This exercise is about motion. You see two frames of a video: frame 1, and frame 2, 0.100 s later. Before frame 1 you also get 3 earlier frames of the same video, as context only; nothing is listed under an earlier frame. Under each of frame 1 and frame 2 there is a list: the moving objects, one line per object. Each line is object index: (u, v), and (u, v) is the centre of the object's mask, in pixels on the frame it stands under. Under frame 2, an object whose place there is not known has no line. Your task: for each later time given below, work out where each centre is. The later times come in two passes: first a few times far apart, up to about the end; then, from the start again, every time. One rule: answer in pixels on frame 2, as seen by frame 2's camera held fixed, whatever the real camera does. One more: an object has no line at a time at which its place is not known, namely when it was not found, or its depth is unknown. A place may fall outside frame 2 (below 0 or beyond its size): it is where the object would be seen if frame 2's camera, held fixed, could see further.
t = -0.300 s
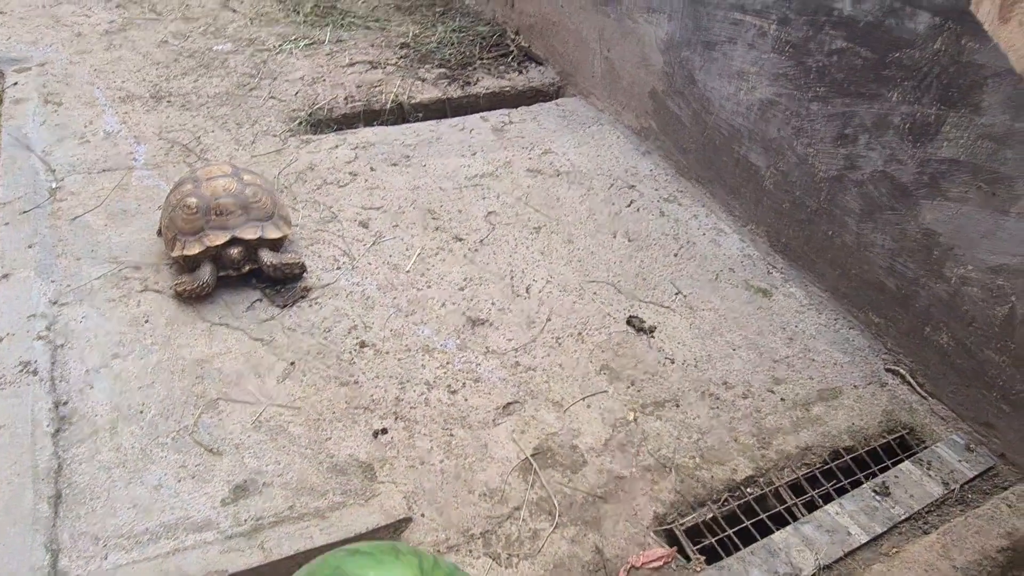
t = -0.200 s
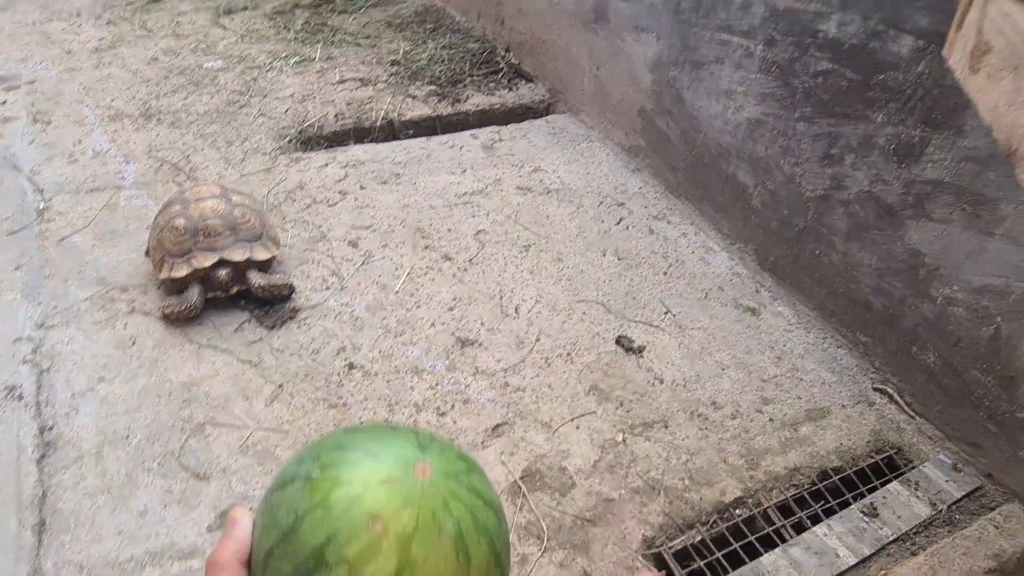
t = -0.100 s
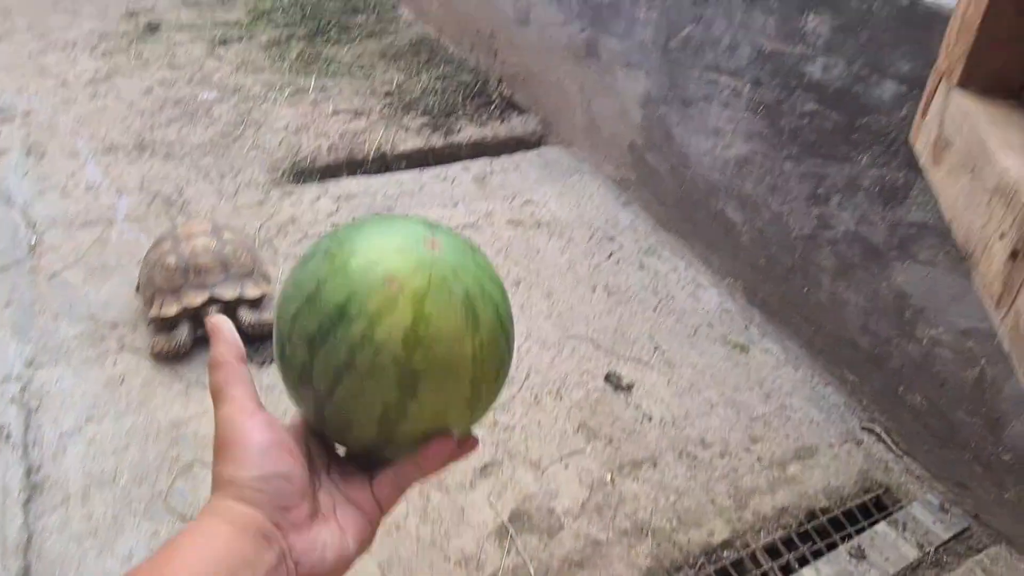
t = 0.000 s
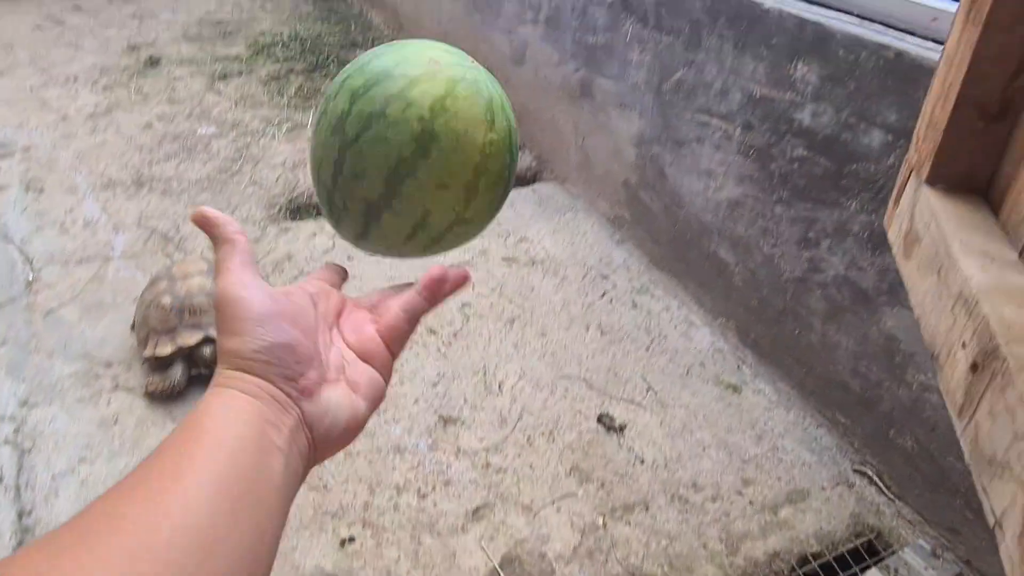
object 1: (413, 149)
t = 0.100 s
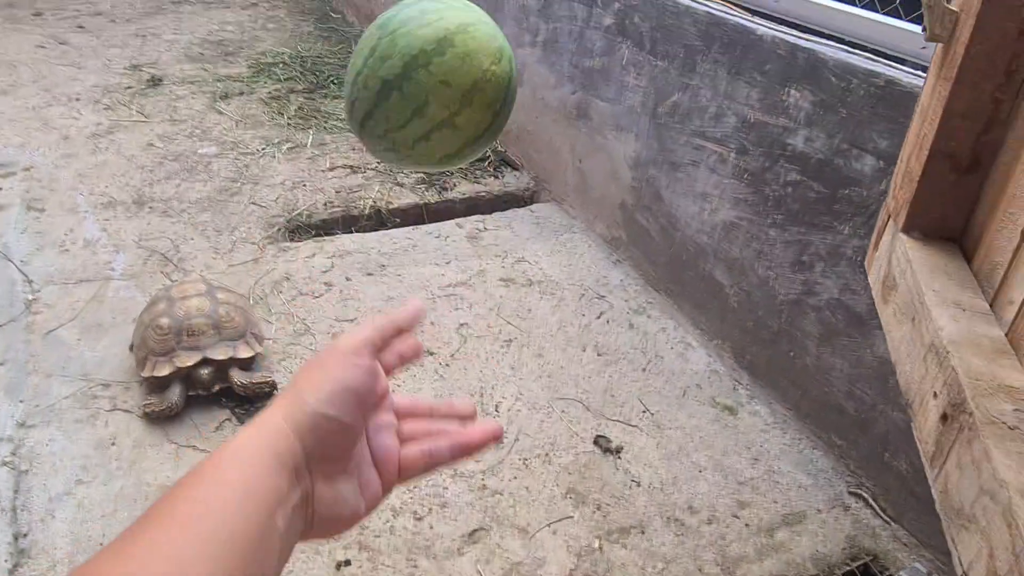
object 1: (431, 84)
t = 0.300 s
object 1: (460, 162)
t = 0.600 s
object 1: (472, 441)
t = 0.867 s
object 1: (481, 384)
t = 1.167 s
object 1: (486, 348)
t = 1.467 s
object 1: (483, 325)
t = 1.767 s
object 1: (492, 316)
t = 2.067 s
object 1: (499, 314)
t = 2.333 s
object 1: (493, 314)
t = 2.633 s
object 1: (493, 314)
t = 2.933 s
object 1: (497, 315)
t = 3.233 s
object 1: (496, 314)
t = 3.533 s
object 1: (495, 314)
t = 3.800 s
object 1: (496, 315)
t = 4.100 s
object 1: (496, 315)
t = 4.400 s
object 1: (496, 314)
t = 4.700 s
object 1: (496, 314)
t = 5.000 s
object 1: (496, 314)
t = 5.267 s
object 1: (496, 314)
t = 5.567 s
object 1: (497, 315)
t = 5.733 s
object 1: (497, 315)
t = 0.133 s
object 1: (437, 79)
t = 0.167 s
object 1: (442, 81)
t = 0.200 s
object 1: (448, 92)
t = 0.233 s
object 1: (453, 110)
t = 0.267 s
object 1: (457, 135)
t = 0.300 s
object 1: (460, 162)
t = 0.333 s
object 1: (463, 193)
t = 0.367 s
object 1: (464, 224)
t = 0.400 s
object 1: (467, 259)
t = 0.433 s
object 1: (468, 292)
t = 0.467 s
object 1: (468, 326)
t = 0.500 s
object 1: (469, 359)
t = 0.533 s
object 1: (470, 393)
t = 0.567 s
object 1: (471, 422)
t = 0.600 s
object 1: (472, 441)
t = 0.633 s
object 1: (473, 426)
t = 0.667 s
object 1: (474, 413)
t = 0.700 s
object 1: (475, 404)
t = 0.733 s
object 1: (477, 397)
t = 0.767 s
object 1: (477, 395)
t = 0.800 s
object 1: (478, 396)
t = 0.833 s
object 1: (479, 391)
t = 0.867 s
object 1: (481, 384)
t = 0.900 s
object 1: (482, 379)
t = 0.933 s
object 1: (483, 374)
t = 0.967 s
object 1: (484, 368)
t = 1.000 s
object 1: (485, 363)
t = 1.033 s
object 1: (486, 360)
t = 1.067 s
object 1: (486, 356)
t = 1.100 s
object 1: (486, 353)
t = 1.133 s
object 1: (486, 350)
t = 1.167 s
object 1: (486, 348)
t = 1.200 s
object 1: (486, 345)
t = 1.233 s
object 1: (485, 341)
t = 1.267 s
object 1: (484, 340)
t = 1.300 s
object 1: (484, 337)
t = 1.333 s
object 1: (483, 334)
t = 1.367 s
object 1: (483, 330)
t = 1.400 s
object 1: (483, 328)
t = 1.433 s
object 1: (483, 326)
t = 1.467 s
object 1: (483, 325)
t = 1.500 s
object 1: (483, 322)
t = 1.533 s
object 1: (484, 321)
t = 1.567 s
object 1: (486, 320)
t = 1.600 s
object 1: (487, 319)
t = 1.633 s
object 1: (488, 318)
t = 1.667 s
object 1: (489, 318)
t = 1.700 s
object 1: (490, 317)
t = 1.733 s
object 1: (491, 317)
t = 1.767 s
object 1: (492, 316)
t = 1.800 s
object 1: (493, 316)
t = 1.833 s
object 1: (494, 315)
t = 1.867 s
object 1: (495, 315)
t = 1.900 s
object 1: (496, 315)
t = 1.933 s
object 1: (497, 315)
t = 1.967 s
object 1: (498, 314)
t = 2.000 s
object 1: (498, 314)
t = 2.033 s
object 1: (499, 314)
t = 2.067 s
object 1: (499, 314)
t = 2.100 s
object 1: (498, 314)
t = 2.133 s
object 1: (498, 314)
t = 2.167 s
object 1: (497, 314)
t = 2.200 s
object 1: (496, 314)
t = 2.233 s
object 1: (495, 314)
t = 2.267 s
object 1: (494, 314)
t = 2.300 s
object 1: (494, 315)
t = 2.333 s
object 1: (493, 314)
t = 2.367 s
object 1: (493, 314)
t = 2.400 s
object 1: (493, 314)
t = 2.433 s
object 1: (493, 315)
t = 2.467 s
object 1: (493, 314)
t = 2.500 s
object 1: (493, 314)
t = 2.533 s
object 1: (493, 314)
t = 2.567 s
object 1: (493, 314)
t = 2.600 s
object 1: (493, 314)
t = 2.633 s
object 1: (493, 314)
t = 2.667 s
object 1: (494, 314)
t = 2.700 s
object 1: (495, 314)
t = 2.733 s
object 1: (495, 314)
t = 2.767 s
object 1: (496, 314)
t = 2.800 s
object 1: (497, 314)
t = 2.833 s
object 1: (497, 314)
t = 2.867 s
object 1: (497, 314)
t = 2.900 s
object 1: (497, 314)
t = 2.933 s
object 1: (497, 315)
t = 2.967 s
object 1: (496, 315)
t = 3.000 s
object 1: (495, 315)
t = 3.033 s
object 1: (495, 315)
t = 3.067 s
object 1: (494, 315)
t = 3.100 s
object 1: (494, 315)
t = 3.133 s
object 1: (494, 315)
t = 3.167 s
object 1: (495, 315)
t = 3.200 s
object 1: (495, 315)
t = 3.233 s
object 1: (496, 314)
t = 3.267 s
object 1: (496, 315)
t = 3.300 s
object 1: (496, 314)
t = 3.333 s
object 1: (496, 314)
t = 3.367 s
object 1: (496, 314)
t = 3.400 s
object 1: (496, 314)
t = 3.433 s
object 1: (496, 314)
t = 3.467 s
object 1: (495, 314)
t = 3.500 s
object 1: (495, 314)
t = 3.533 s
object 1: (495, 314)
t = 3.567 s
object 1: (495, 314)
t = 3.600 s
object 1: (495, 315)
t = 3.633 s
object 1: (495, 315)
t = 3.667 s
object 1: (496, 315)
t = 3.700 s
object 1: (496, 314)
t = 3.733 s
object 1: (496, 315)
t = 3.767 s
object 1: (496, 315)
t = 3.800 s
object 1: (496, 315)
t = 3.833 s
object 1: (496, 315)
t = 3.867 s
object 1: (496, 315)
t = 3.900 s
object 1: (496, 315)
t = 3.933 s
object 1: (496, 315)
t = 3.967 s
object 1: (496, 315)
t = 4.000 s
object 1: (496, 315)
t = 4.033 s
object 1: (496, 315)
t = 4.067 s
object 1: (496, 315)
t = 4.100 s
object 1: (496, 315)
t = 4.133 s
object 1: (496, 315)
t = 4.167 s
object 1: (496, 315)
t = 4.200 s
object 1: (496, 315)
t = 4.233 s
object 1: (496, 315)
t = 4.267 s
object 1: (496, 315)
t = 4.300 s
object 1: (496, 315)
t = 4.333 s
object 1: (496, 315)
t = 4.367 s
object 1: (496, 314)
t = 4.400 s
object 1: (496, 314)
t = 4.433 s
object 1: (496, 315)
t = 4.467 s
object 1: (496, 315)
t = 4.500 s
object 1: (496, 315)
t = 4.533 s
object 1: (496, 315)
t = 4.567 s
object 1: (496, 315)
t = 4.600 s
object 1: (496, 314)
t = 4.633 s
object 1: (496, 315)
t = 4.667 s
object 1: (496, 314)
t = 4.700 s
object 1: (496, 314)
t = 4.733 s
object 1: (496, 314)
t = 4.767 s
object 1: (496, 314)
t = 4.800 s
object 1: (496, 314)
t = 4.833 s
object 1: (496, 314)
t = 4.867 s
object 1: (496, 314)
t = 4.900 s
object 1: (496, 314)
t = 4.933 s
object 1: (496, 314)
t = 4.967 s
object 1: (496, 314)
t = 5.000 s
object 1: (496, 314)
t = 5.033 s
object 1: (496, 314)
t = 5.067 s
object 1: (496, 314)
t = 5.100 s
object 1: (496, 314)
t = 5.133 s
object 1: (496, 314)
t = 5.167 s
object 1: (496, 314)
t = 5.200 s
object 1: (496, 314)
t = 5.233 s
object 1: (496, 314)
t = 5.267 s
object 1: (496, 314)
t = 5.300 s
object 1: (496, 314)
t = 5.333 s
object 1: (496, 314)
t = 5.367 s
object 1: (496, 314)
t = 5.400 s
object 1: (497, 315)
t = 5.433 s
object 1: (497, 315)
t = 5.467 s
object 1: (497, 315)
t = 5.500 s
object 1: (497, 314)
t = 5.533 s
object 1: (497, 315)
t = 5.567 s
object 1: (497, 315)
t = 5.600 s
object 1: (497, 315)
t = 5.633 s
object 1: (497, 315)
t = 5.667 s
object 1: (497, 315)
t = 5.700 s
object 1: (497, 315)
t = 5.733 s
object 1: (497, 315)
